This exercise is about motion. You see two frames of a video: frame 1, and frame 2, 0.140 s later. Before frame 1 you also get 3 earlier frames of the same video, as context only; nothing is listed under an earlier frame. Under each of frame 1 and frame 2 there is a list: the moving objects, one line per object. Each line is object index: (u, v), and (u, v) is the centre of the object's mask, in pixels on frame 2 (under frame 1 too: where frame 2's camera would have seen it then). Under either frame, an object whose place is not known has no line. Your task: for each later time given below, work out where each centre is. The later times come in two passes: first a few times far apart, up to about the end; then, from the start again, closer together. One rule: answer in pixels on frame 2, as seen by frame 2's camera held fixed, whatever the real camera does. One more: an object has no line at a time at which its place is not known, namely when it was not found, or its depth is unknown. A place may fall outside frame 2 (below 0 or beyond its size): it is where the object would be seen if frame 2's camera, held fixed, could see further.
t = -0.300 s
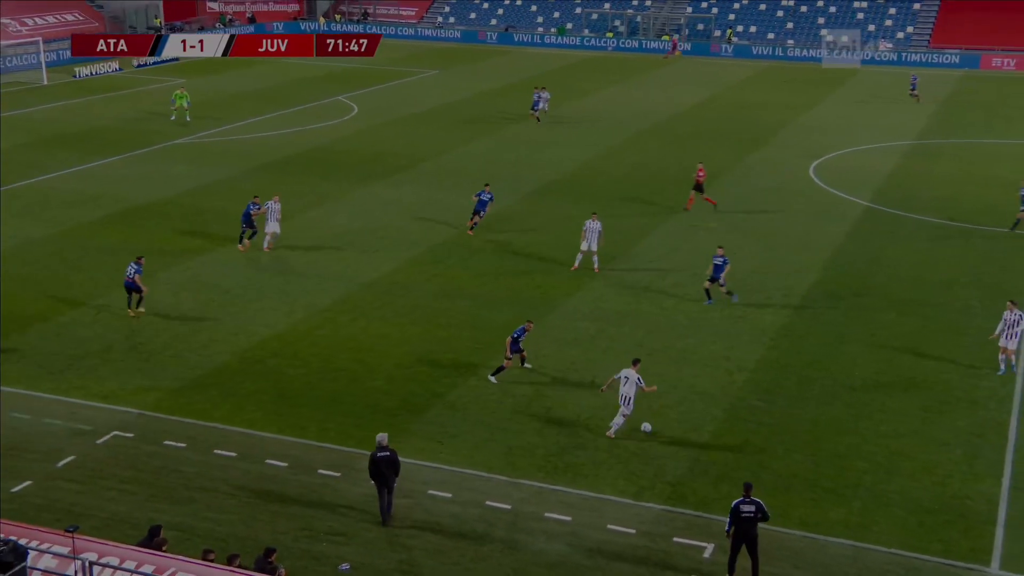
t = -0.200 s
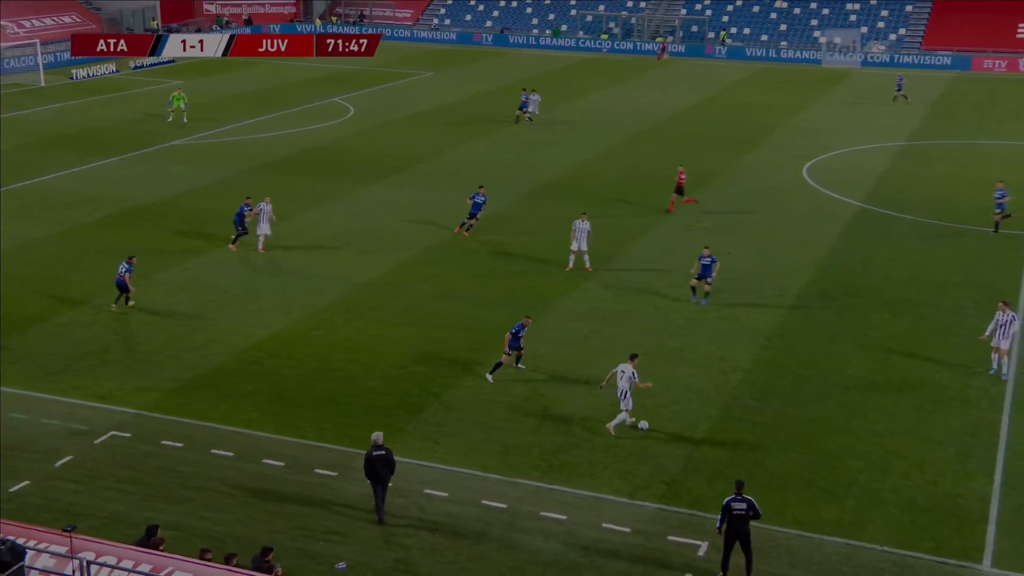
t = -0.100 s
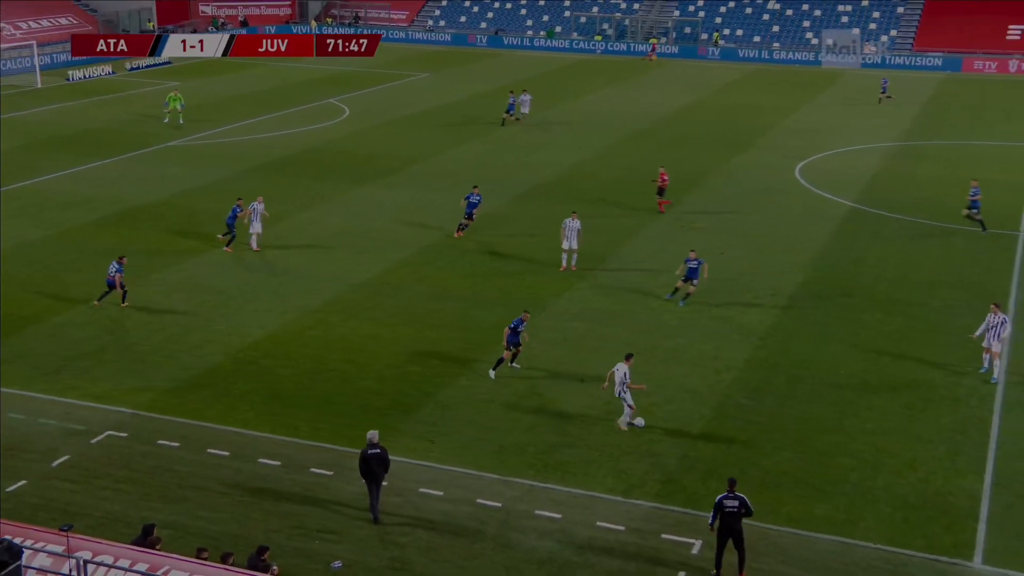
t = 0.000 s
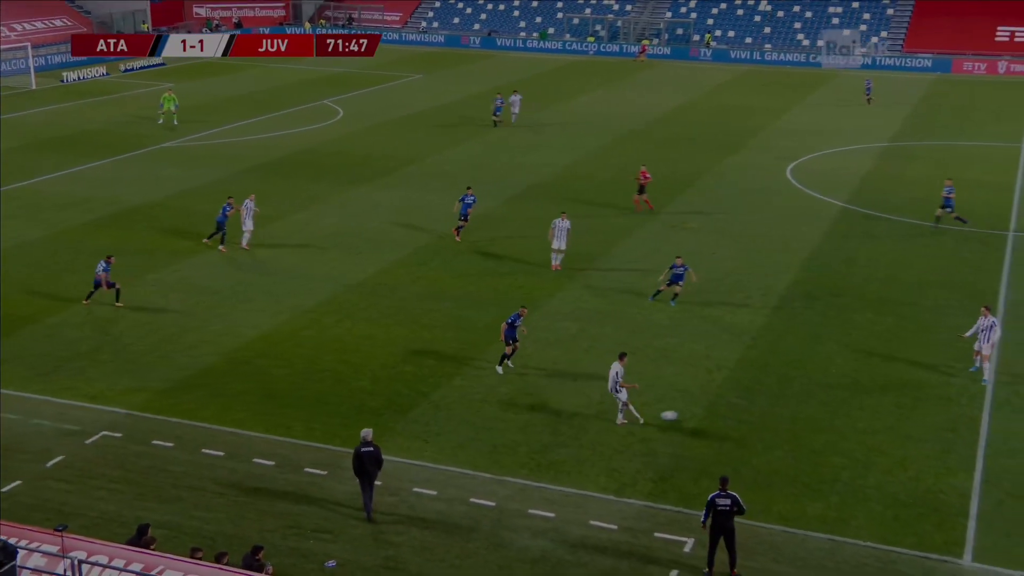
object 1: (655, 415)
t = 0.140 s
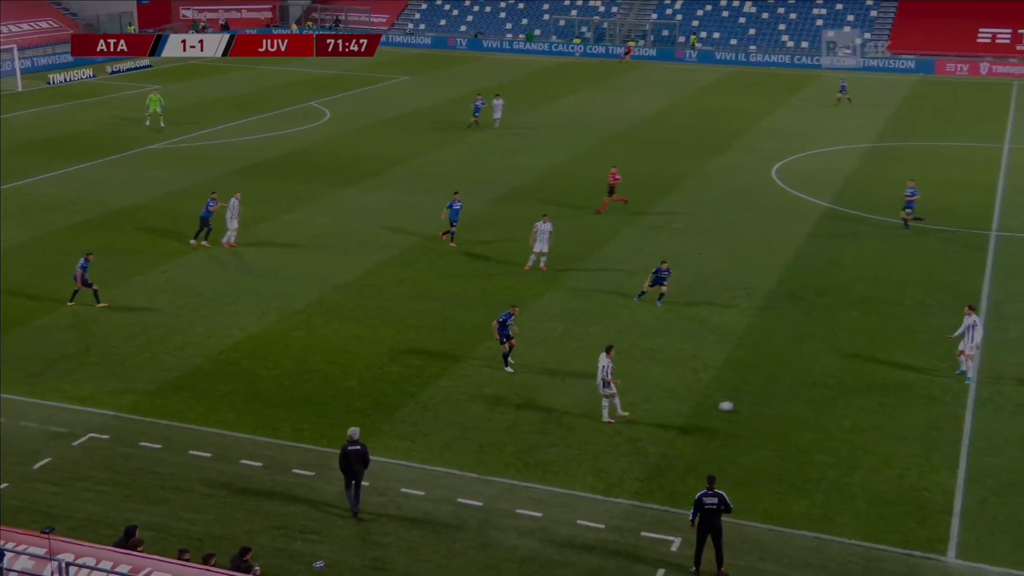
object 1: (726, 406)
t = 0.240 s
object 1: (771, 401)
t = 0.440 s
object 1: (849, 391)
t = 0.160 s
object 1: (735, 405)
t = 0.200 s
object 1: (754, 403)
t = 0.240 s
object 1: (771, 401)
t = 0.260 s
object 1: (780, 400)
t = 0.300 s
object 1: (796, 398)
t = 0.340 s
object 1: (812, 396)
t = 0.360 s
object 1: (820, 395)
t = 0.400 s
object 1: (835, 393)
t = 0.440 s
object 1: (849, 391)
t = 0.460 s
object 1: (856, 390)
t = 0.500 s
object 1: (870, 388)
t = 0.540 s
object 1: (883, 387)
